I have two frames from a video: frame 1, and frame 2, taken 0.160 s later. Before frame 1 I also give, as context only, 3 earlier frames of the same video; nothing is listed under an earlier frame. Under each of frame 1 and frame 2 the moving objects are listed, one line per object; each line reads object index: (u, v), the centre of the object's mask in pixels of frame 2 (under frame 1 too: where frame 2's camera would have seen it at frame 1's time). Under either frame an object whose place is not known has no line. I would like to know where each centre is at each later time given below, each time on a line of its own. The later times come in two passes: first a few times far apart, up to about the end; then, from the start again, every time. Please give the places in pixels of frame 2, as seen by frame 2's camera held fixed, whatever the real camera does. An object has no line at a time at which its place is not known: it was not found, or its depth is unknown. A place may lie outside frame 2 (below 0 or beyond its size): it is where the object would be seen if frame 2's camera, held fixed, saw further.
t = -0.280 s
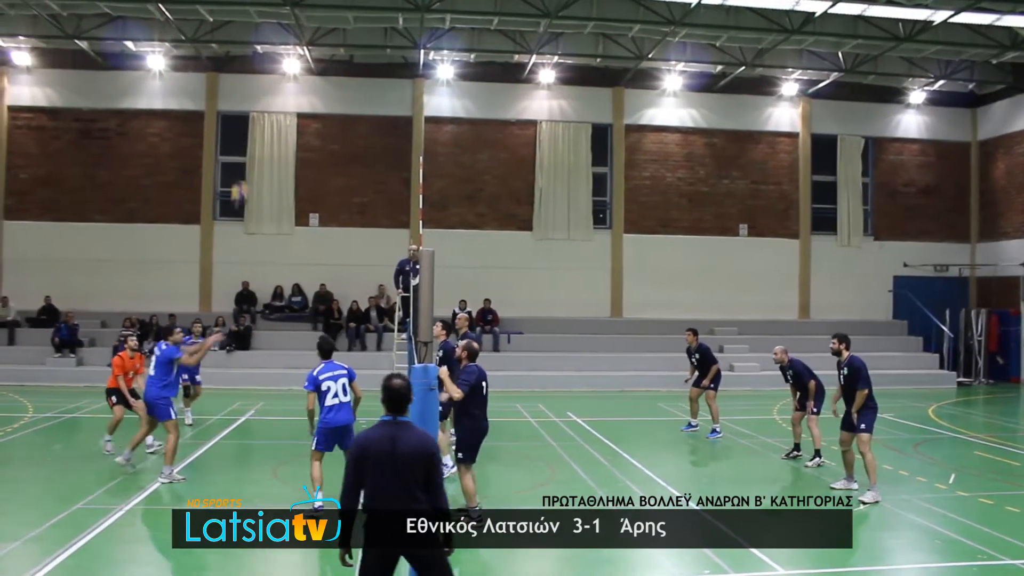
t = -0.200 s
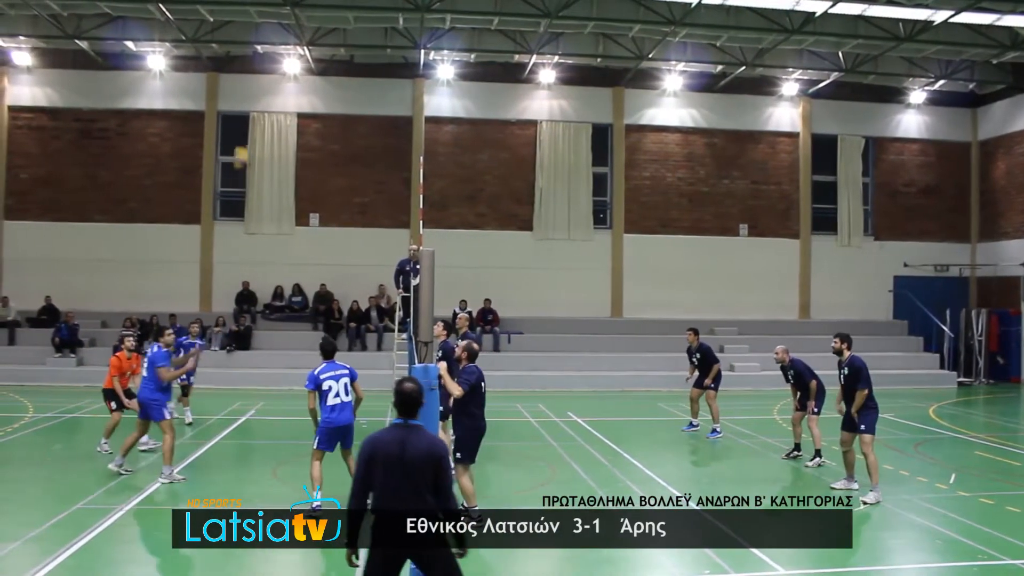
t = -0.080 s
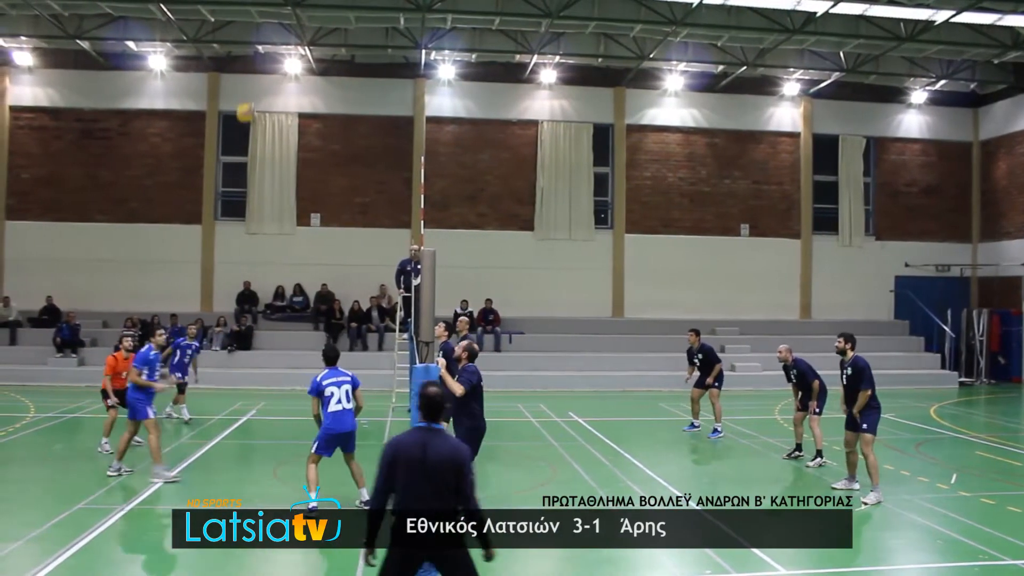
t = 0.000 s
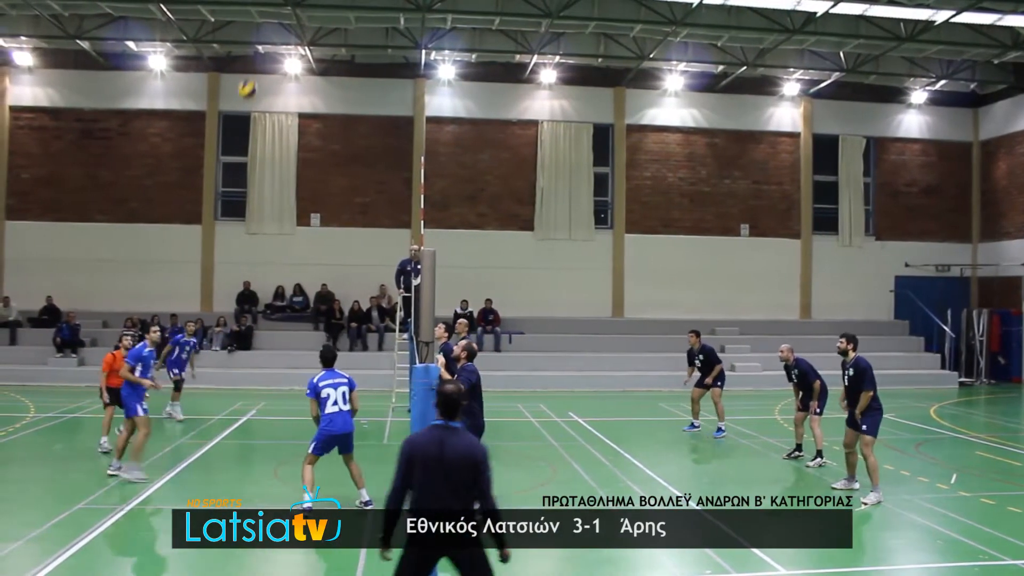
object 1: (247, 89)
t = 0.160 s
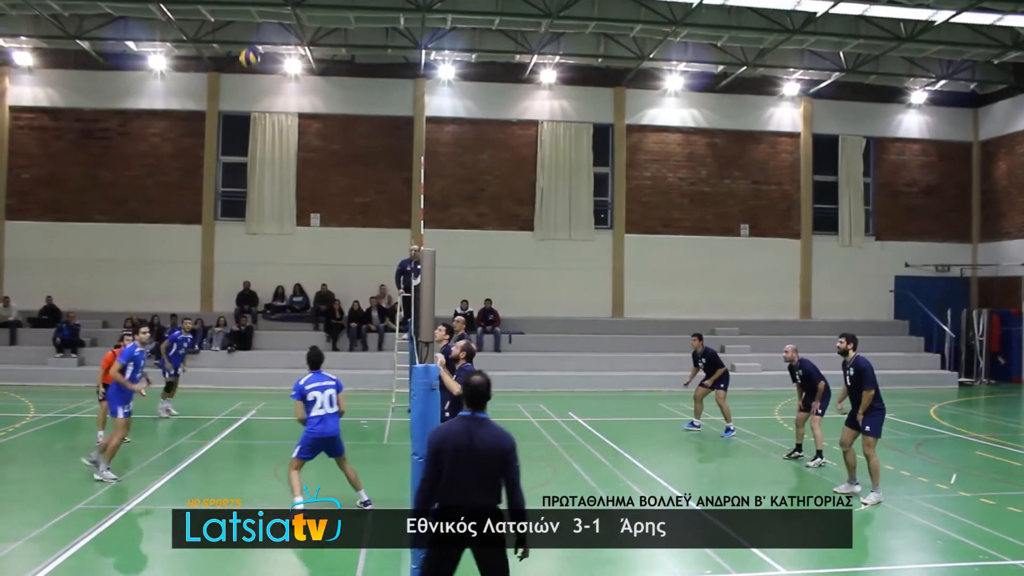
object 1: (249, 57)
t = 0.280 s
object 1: (250, 47)
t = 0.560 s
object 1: (250, 69)
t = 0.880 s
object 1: (249, 184)
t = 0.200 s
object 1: (250, 53)
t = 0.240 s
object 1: (250, 50)
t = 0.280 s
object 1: (250, 47)
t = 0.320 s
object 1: (250, 46)
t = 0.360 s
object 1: (250, 46)
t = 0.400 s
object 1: (250, 48)
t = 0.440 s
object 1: (250, 51)
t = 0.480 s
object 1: (251, 54)
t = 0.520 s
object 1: (251, 61)
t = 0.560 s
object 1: (250, 69)
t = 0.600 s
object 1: (250, 78)
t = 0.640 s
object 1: (250, 89)
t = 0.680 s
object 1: (251, 101)
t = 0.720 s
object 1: (250, 116)
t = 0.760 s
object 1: (249, 130)
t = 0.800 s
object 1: (249, 146)
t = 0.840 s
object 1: (251, 164)
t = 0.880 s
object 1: (249, 184)
